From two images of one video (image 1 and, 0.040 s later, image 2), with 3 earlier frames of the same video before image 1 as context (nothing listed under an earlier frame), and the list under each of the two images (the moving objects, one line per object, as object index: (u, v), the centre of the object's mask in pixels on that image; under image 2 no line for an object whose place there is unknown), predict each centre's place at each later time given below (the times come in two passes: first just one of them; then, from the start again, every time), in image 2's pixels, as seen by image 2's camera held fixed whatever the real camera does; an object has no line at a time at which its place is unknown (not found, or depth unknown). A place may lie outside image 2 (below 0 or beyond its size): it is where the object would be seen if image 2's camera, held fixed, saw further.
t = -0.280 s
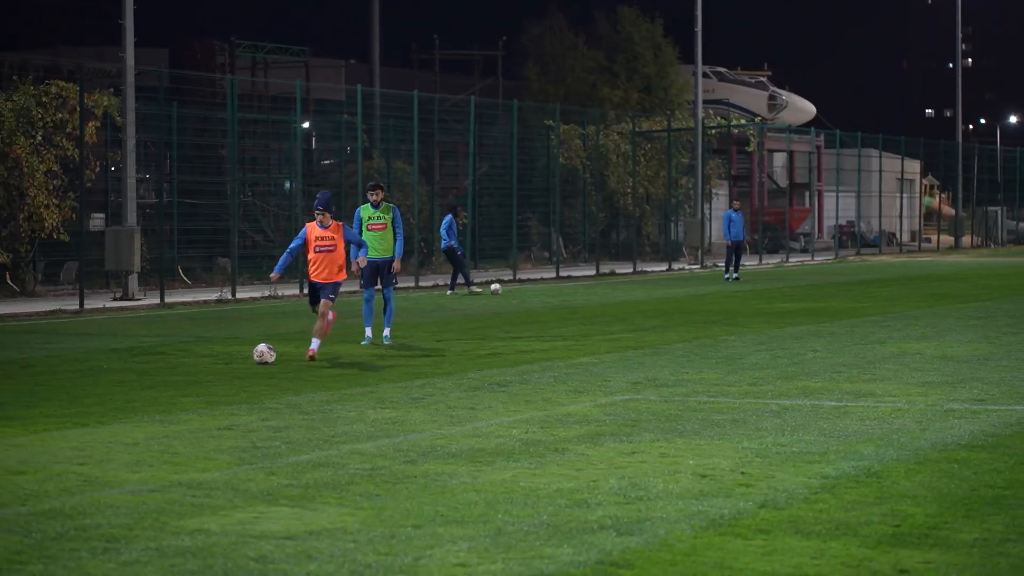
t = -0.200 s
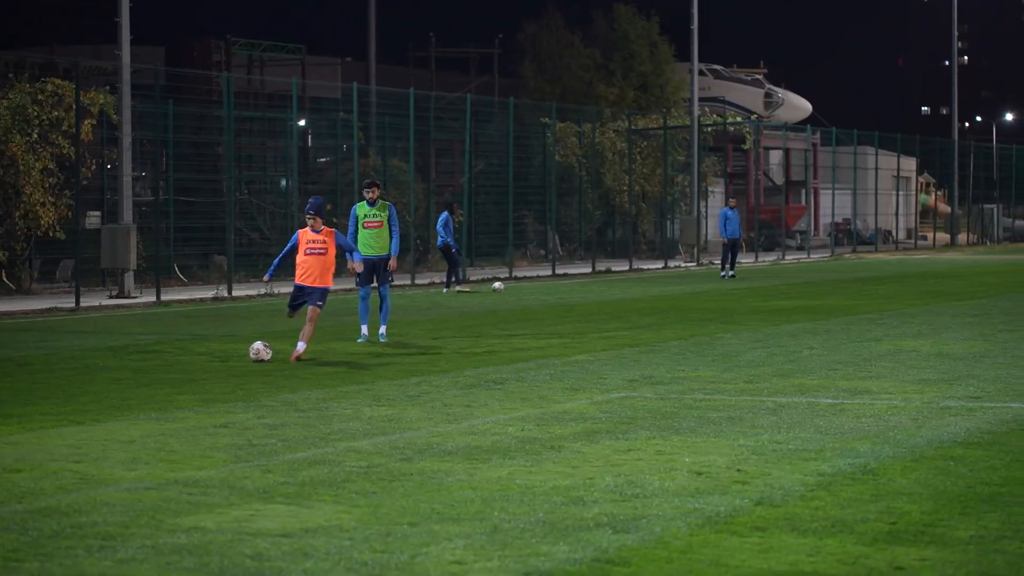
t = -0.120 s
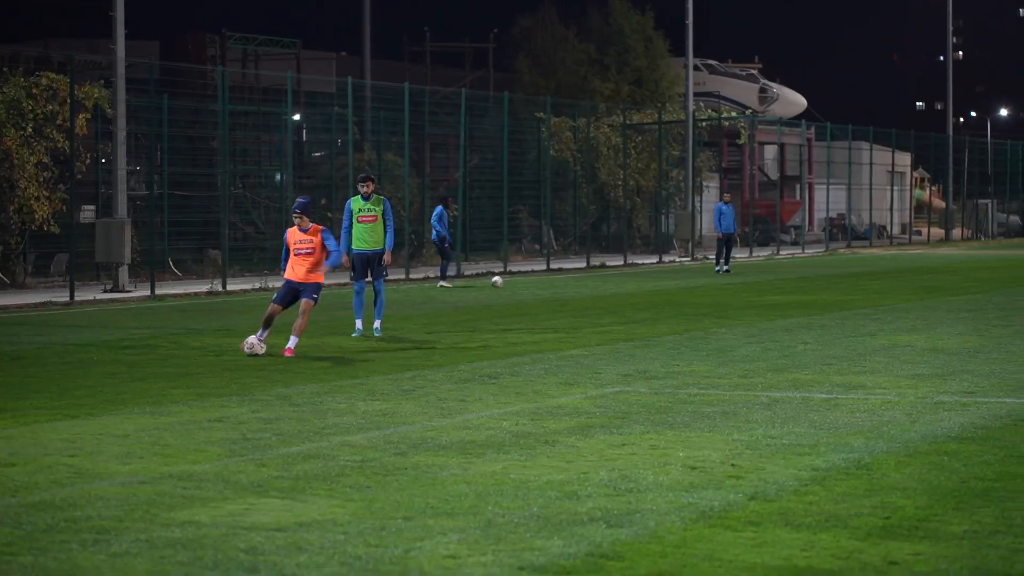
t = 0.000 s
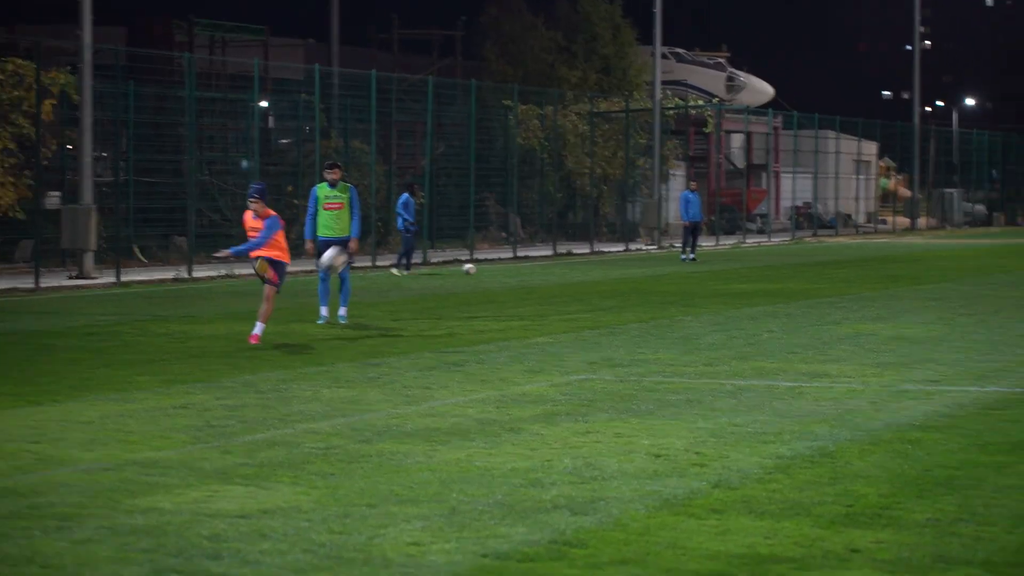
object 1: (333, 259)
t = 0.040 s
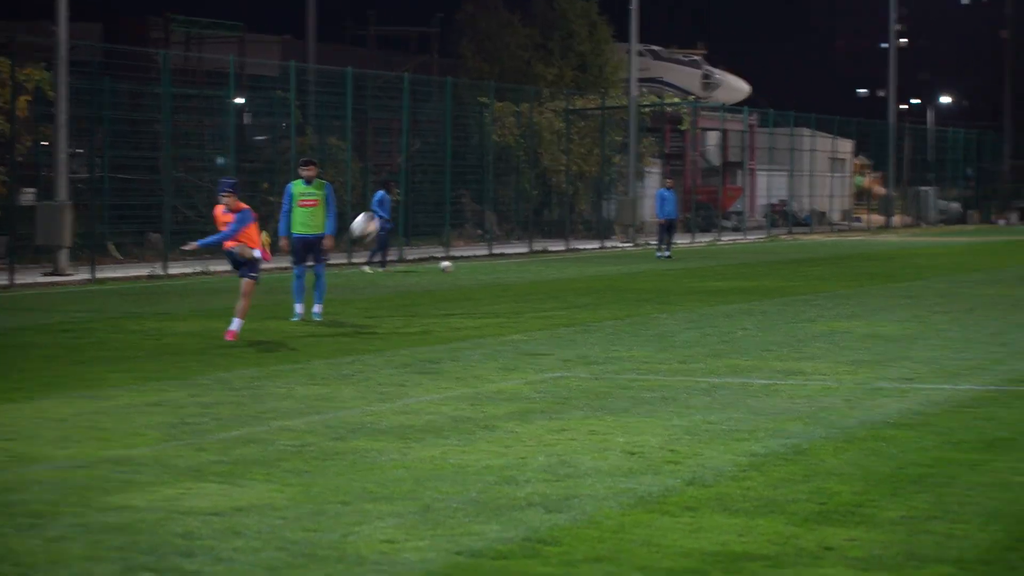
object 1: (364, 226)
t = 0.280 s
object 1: (830, 45)
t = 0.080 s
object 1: (427, 197)
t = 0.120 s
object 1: (494, 168)
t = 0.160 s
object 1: (567, 139)
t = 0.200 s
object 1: (646, 110)
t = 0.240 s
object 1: (733, 79)
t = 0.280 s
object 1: (830, 45)
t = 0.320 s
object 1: (937, 13)
